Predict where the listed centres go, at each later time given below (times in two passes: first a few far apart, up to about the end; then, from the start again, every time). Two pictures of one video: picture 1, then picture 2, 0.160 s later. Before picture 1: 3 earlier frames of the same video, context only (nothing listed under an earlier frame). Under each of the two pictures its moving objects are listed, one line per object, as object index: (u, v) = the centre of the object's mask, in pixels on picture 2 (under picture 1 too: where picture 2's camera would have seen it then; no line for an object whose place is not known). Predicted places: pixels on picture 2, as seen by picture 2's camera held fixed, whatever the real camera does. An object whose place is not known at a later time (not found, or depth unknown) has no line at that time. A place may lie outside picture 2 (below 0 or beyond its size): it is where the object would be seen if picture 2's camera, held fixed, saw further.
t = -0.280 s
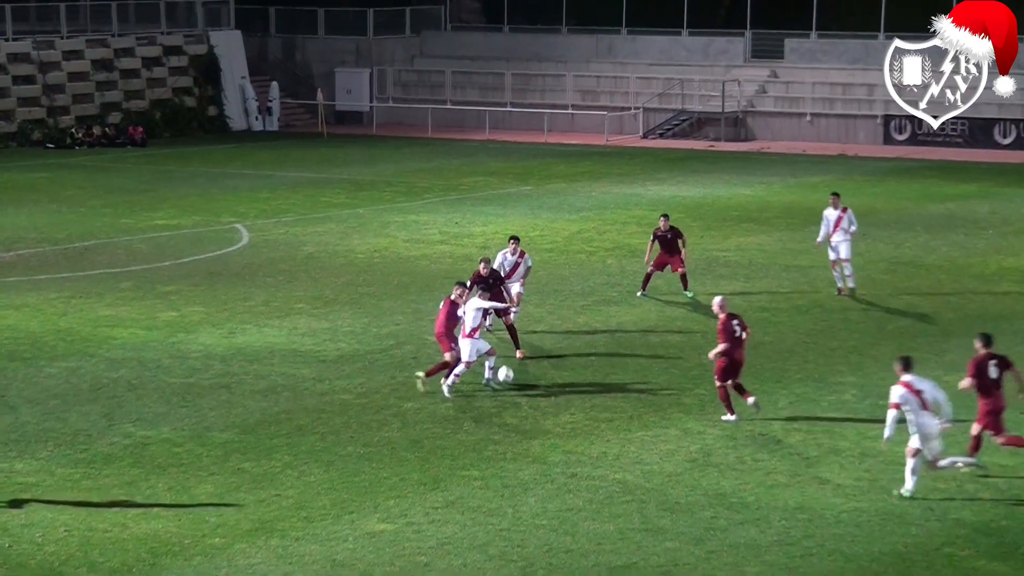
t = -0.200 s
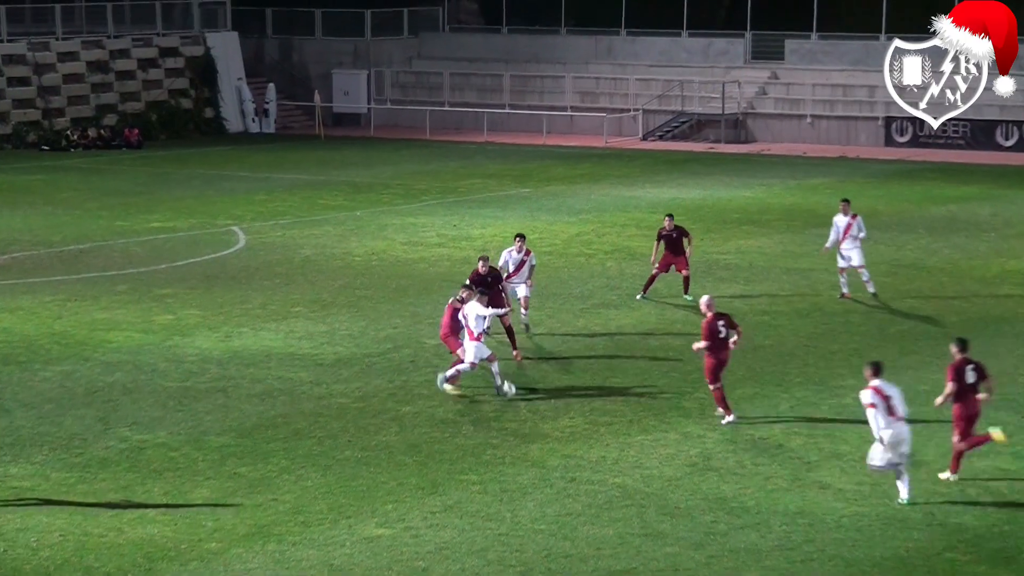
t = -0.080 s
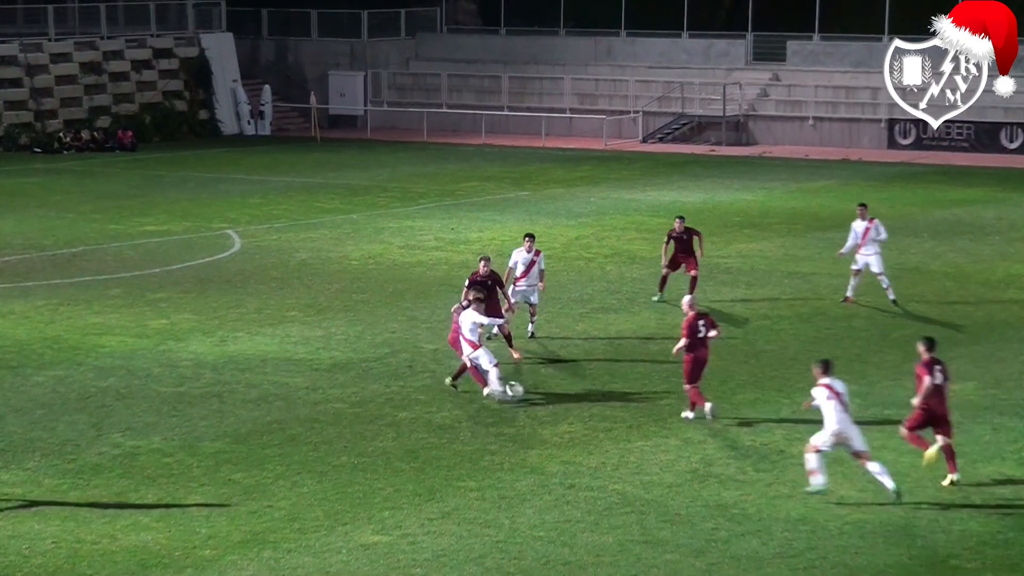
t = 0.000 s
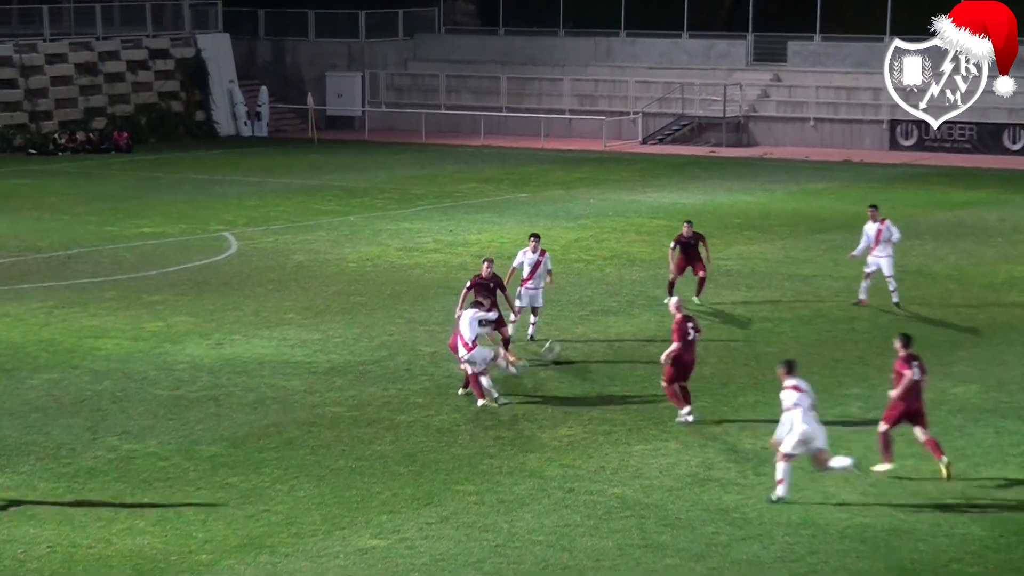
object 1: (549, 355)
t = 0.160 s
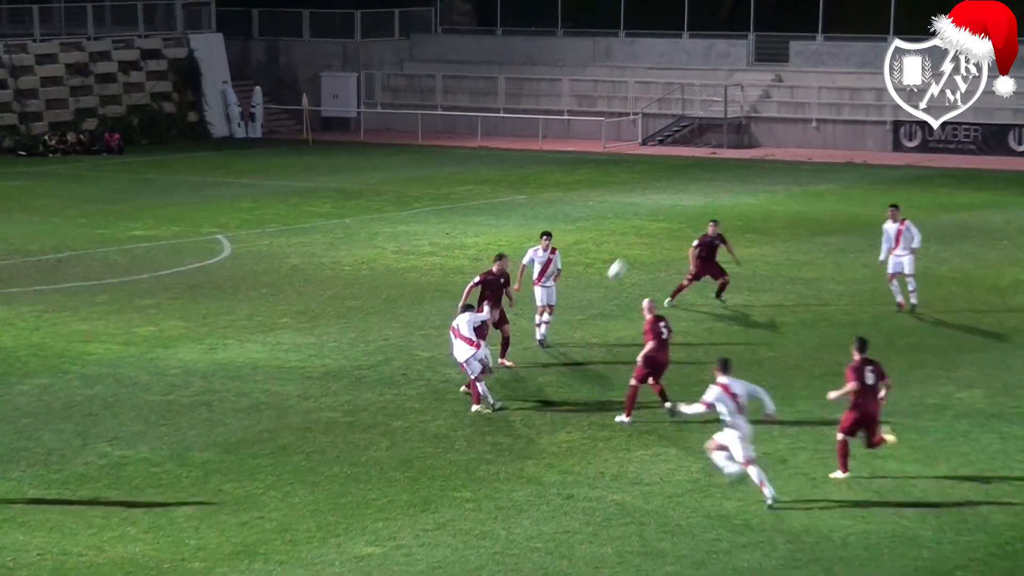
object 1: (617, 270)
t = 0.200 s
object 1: (632, 252)
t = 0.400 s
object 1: (699, 182)
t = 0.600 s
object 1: (754, 144)
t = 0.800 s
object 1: (792, 131)
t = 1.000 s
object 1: (823, 141)
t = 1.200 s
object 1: (851, 167)
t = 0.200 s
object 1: (632, 252)
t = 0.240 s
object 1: (647, 235)
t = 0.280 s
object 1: (661, 220)
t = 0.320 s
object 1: (673, 207)
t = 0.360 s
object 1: (687, 193)
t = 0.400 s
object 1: (699, 182)
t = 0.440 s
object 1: (711, 173)
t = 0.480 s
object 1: (722, 165)
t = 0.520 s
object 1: (733, 155)
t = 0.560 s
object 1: (743, 150)
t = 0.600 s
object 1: (754, 144)
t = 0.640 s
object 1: (761, 140)
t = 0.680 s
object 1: (769, 137)
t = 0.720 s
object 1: (777, 134)
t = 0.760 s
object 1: (785, 132)
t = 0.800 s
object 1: (792, 131)
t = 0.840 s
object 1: (799, 132)
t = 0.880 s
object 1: (805, 132)
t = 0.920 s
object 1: (812, 133)
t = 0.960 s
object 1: (818, 137)
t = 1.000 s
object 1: (823, 141)
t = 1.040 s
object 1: (831, 146)
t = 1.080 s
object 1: (835, 150)
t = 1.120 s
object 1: (840, 156)
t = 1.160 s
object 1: (846, 162)
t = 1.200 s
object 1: (851, 167)
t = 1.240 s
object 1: (854, 174)
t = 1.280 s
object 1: (858, 180)
